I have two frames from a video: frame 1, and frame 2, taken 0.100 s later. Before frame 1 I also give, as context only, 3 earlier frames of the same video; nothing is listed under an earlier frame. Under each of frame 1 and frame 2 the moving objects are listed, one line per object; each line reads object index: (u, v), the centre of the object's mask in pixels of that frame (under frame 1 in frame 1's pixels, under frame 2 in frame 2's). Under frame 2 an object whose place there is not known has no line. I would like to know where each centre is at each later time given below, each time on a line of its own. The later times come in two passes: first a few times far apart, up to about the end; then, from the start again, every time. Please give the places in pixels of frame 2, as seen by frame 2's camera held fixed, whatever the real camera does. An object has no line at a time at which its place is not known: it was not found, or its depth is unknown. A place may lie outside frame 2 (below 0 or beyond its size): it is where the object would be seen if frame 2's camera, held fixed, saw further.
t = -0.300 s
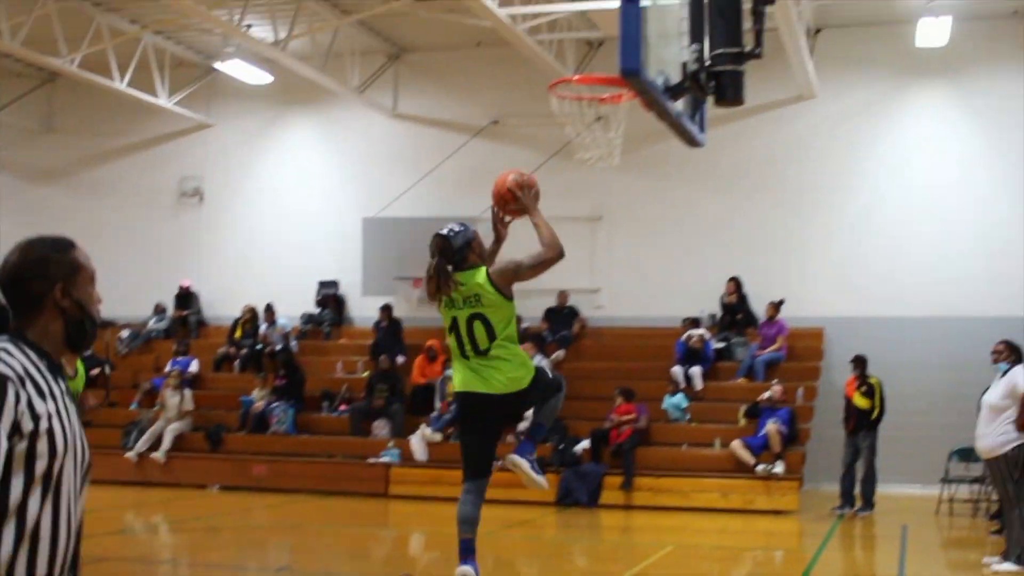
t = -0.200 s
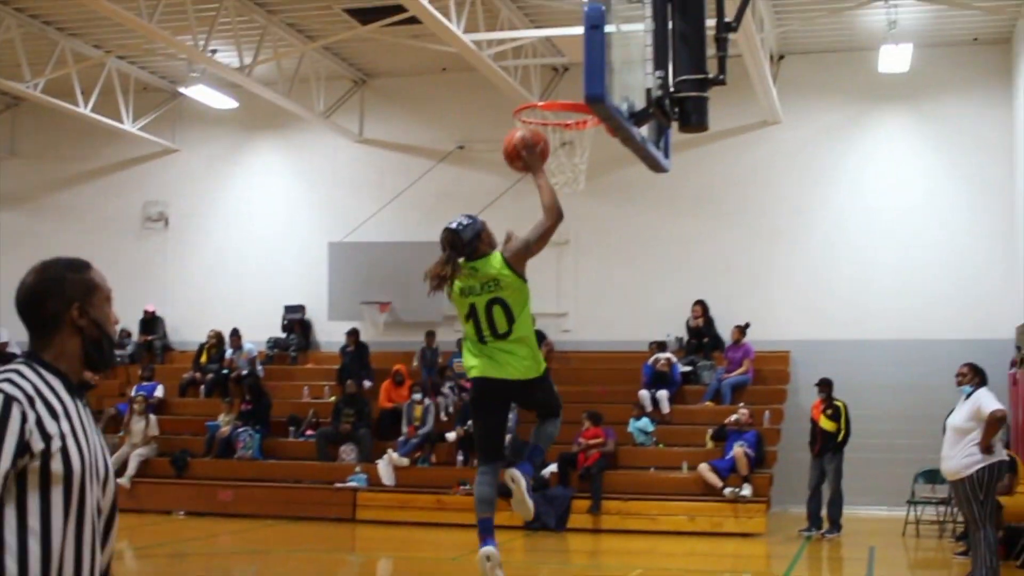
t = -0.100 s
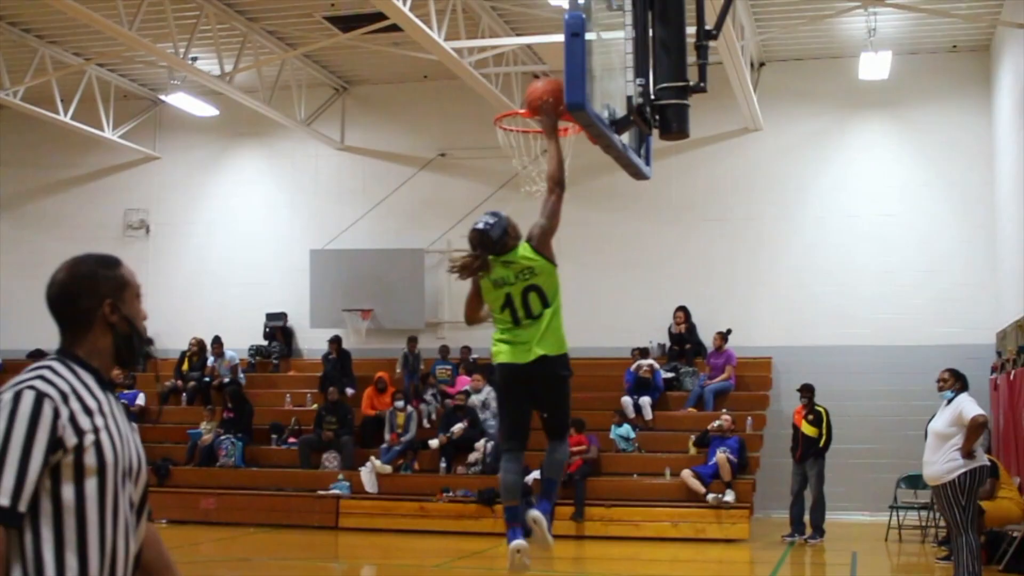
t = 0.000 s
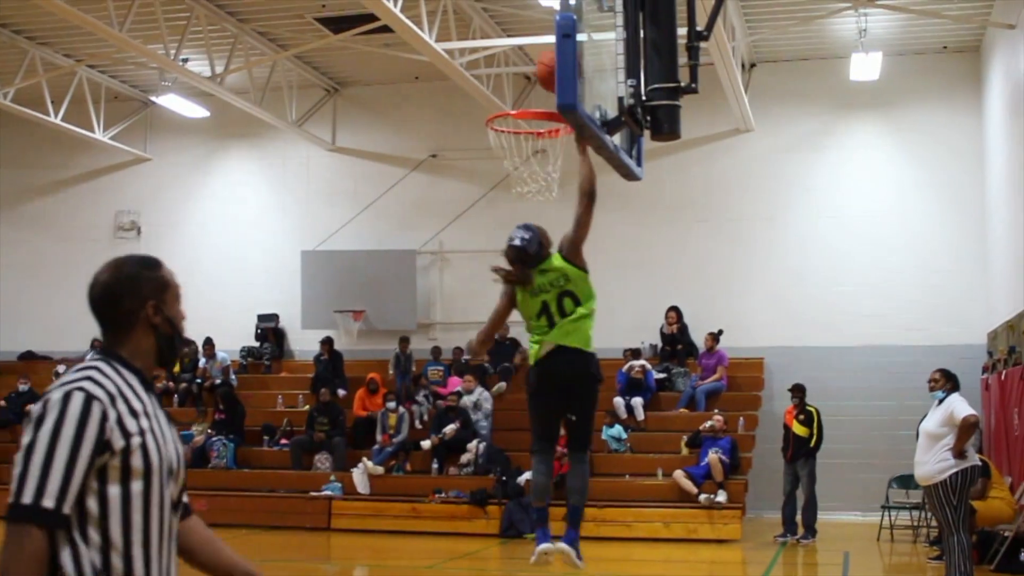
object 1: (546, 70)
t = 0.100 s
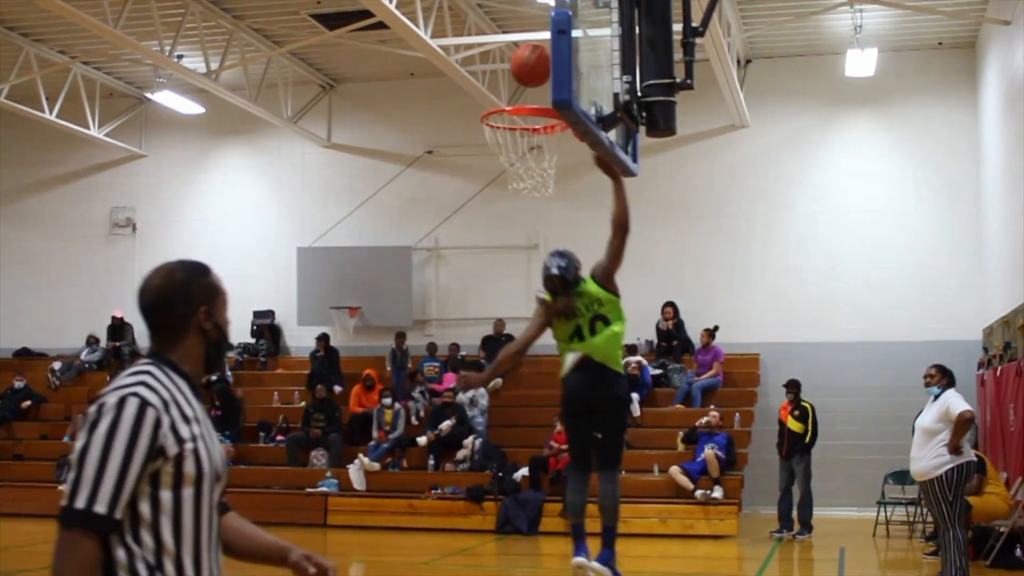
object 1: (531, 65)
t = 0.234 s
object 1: (504, 88)
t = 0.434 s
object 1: (519, 91)
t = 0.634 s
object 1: (535, 133)
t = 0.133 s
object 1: (525, 69)
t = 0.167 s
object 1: (518, 73)
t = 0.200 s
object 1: (511, 80)
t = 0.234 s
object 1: (504, 88)
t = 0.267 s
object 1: (497, 95)
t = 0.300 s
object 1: (497, 96)
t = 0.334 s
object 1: (503, 93)
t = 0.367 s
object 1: (508, 91)
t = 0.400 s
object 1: (514, 91)
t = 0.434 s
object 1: (519, 91)
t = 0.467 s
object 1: (524, 93)
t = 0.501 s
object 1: (529, 95)
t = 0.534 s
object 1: (538, 114)
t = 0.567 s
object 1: (540, 127)
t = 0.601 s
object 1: (539, 130)
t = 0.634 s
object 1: (535, 133)
